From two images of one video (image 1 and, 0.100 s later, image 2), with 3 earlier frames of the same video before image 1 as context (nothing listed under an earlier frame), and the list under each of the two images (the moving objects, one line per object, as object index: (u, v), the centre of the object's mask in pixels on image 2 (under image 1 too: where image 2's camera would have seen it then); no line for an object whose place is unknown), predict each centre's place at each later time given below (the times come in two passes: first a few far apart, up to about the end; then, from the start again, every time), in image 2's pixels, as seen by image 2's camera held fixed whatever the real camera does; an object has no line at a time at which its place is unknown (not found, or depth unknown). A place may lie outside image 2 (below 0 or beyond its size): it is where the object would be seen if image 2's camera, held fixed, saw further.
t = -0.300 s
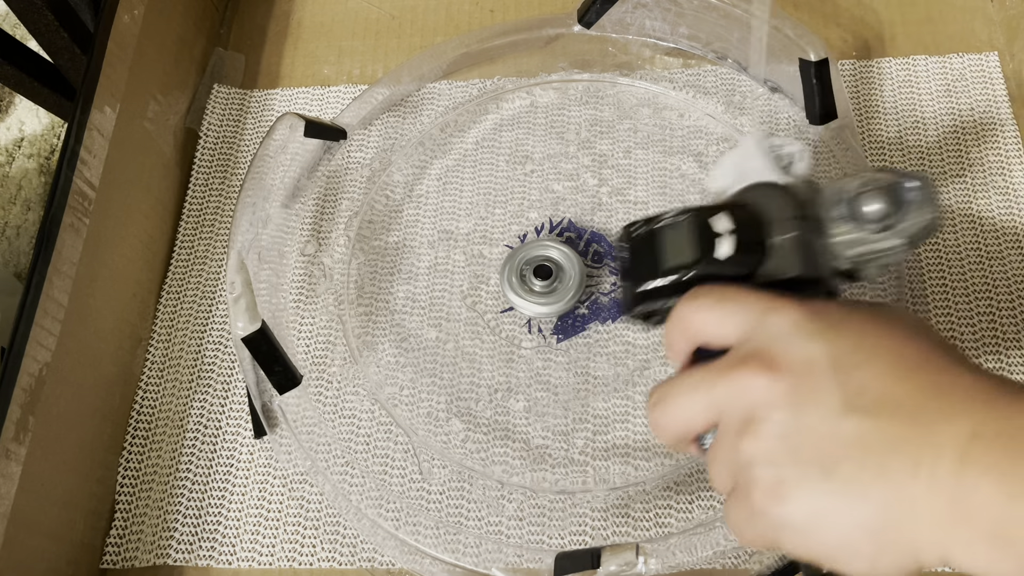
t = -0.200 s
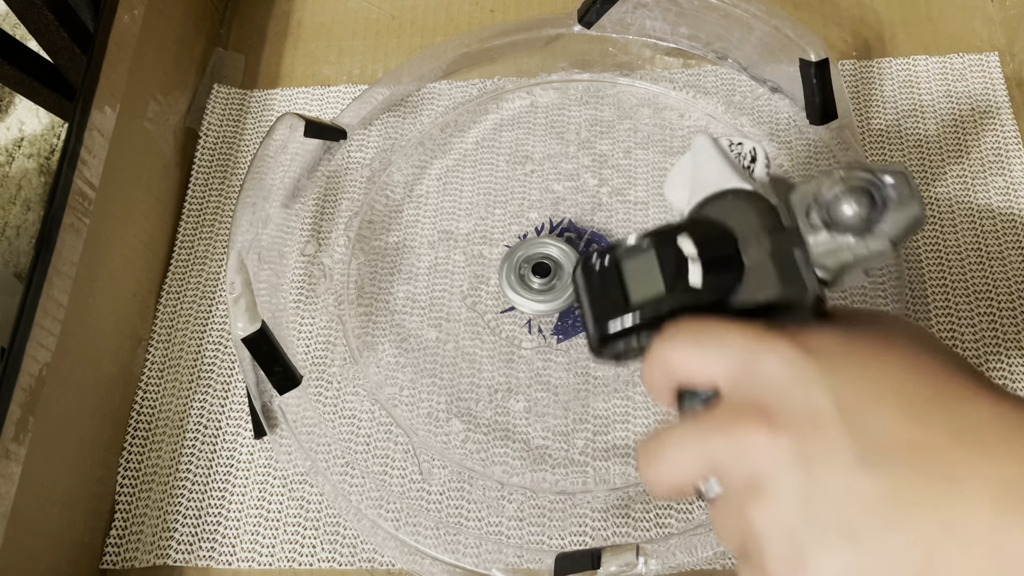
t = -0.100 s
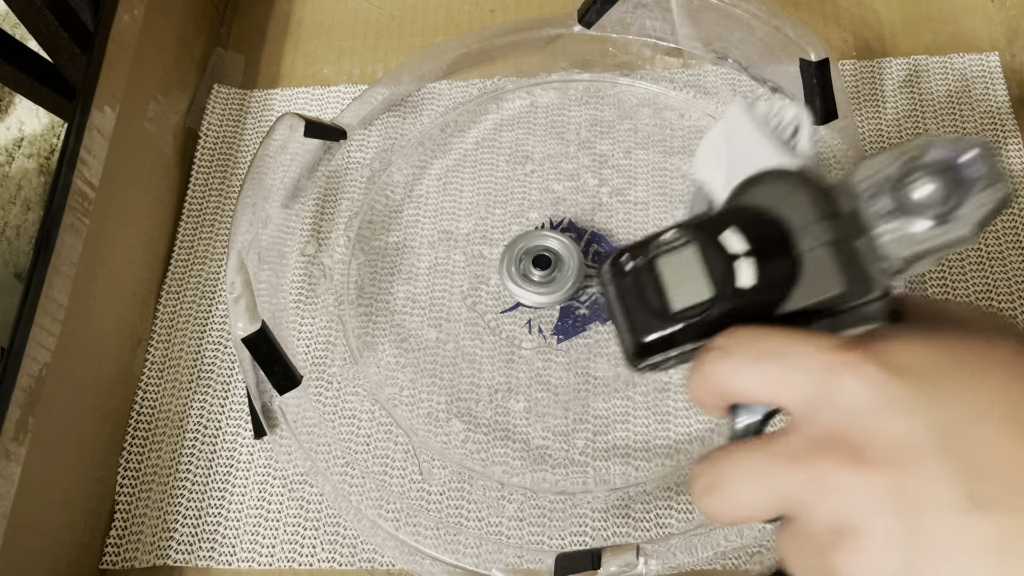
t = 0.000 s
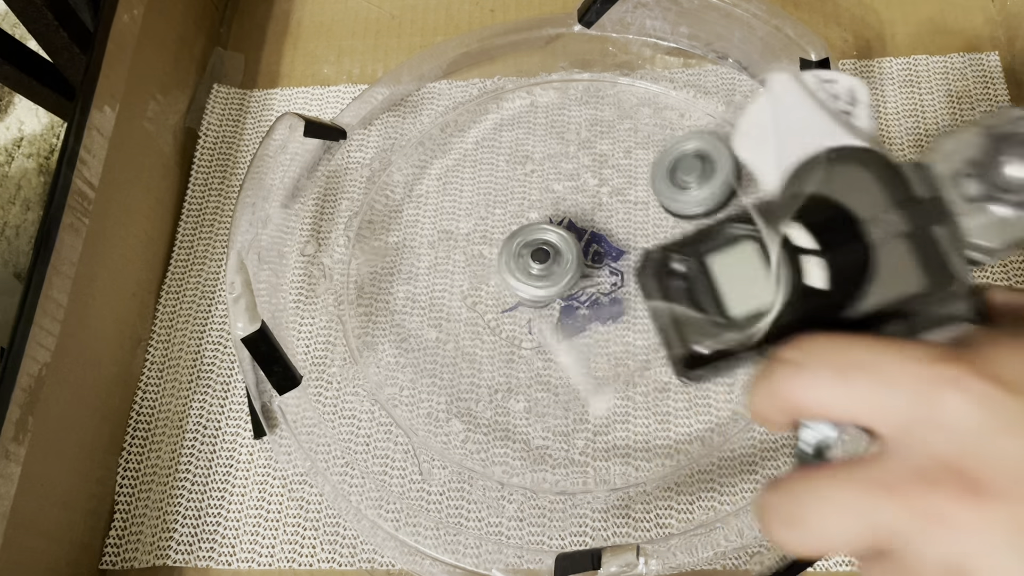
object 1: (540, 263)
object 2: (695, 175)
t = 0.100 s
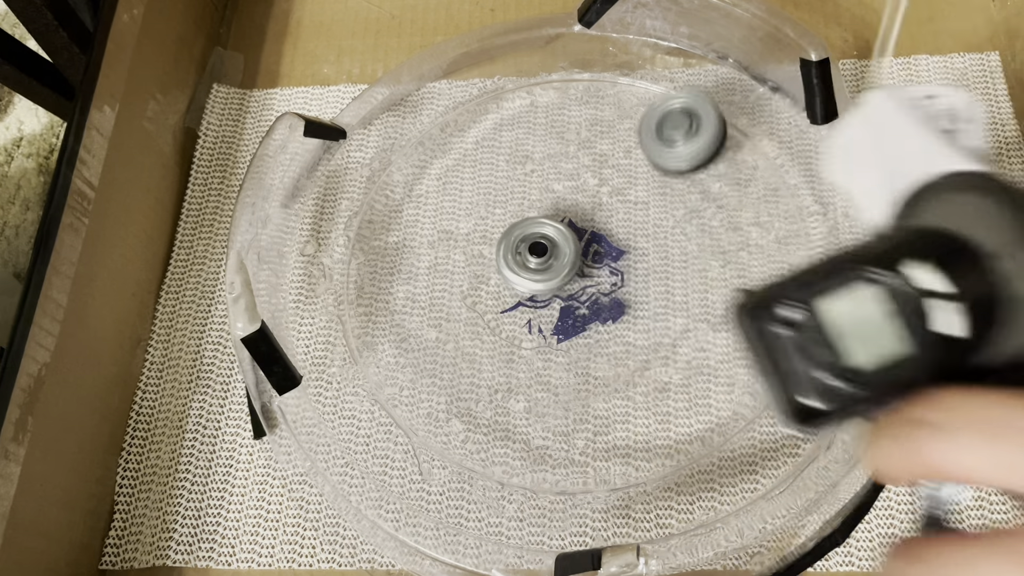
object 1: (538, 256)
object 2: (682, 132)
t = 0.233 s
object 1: (534, 251)
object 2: (691, 72)
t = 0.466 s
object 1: (530, 250)
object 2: (650, 59)
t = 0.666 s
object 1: (538, 254)
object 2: (614, 56)
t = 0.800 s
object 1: (547, 253)
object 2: (598, 52)
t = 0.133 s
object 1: (537, 254)
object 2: (683, 115)
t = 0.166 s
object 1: (536, 253)
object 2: (686, 96)
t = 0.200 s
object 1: (535, 251)
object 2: (688, 84)
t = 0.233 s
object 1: (534, 251)
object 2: (691, 72)
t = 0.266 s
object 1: (532, 250)
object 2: (686, 72)
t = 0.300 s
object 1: (532, 249)
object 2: (679, 76)
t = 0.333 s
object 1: (531, 249)
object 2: (673, 76)
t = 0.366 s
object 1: (531, 249)
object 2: (667, 73)
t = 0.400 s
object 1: (530, 250)
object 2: (661, 66)
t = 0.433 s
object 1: (530, 250)
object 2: (657, 59)
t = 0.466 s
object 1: (530, 250)
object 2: (650, 59)
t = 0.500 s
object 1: (531, 251)
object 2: (643, 61)
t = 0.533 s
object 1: (531, 251)
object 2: (637, 60)
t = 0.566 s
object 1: (533, 252)
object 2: (631, 57)
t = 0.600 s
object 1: (534, 253)
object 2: (625, 53)
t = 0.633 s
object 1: (536, 254)
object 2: (620, 54)
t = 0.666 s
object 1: (538, 254)
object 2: (614, 56)
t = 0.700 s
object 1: (540, 254)
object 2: (609, 55)
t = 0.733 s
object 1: (542, 254)
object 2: (605, 53)
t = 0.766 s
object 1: (545, 254)
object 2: (601, 50)
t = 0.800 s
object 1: (547, 253)
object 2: (598, 52)
